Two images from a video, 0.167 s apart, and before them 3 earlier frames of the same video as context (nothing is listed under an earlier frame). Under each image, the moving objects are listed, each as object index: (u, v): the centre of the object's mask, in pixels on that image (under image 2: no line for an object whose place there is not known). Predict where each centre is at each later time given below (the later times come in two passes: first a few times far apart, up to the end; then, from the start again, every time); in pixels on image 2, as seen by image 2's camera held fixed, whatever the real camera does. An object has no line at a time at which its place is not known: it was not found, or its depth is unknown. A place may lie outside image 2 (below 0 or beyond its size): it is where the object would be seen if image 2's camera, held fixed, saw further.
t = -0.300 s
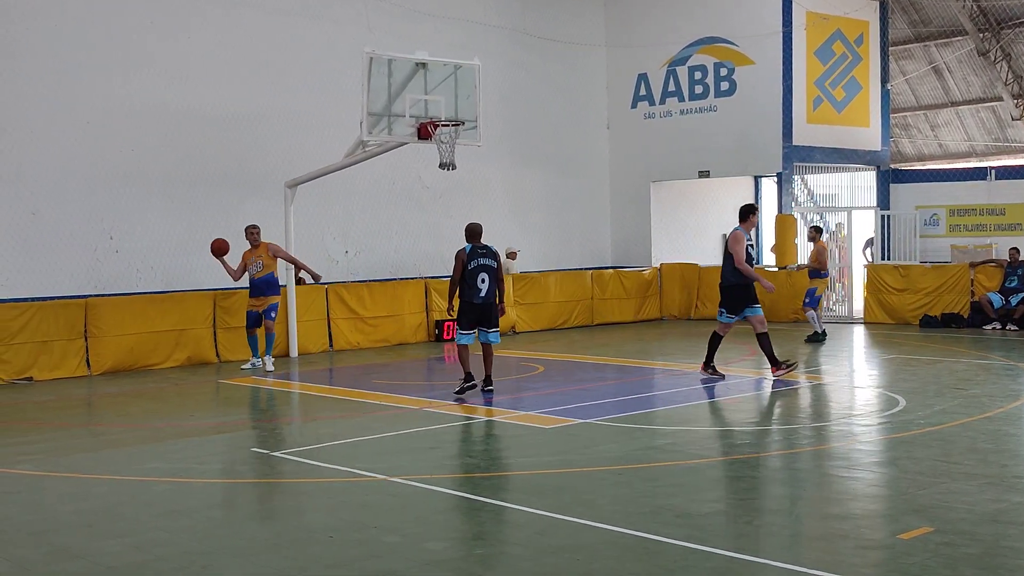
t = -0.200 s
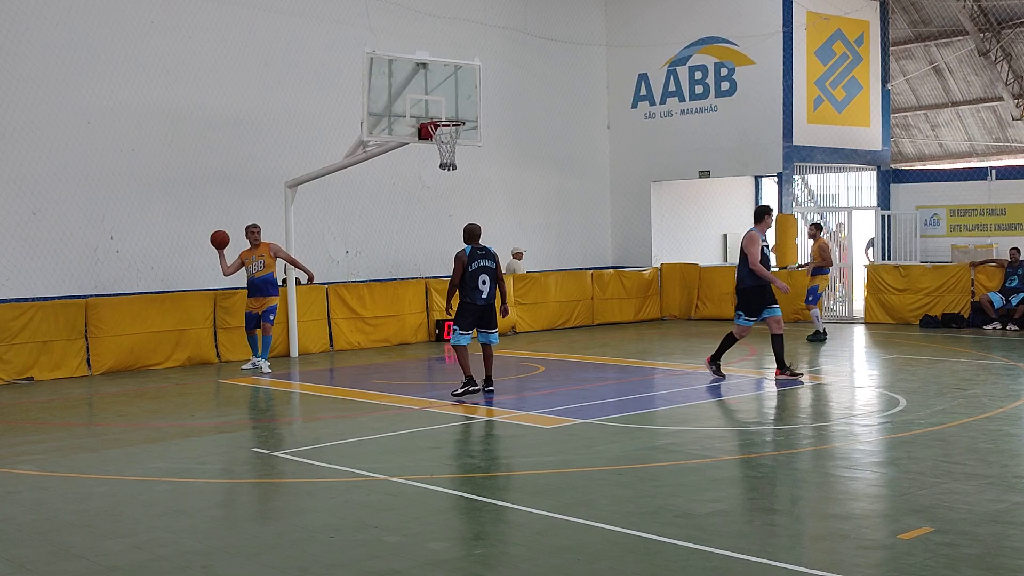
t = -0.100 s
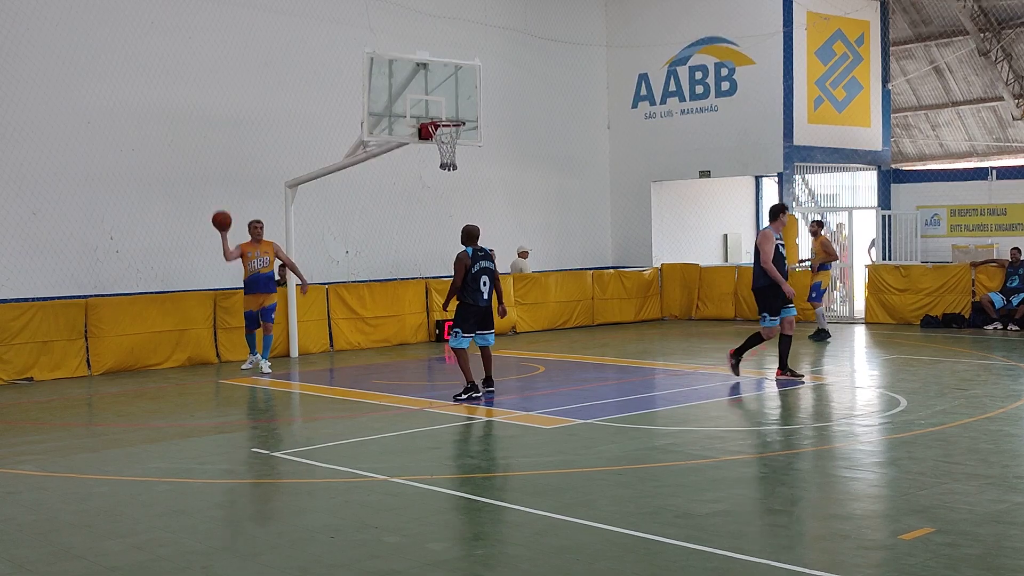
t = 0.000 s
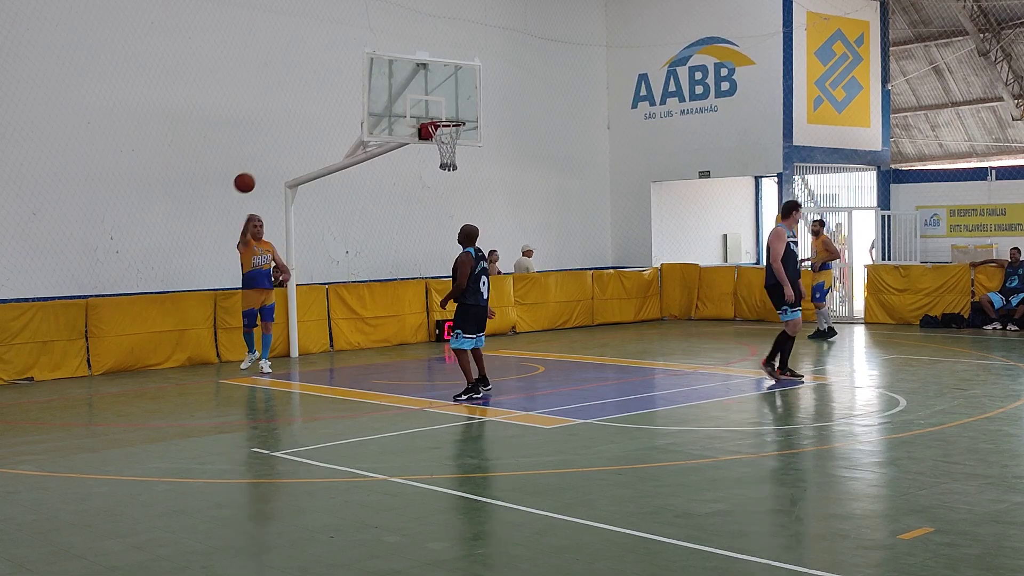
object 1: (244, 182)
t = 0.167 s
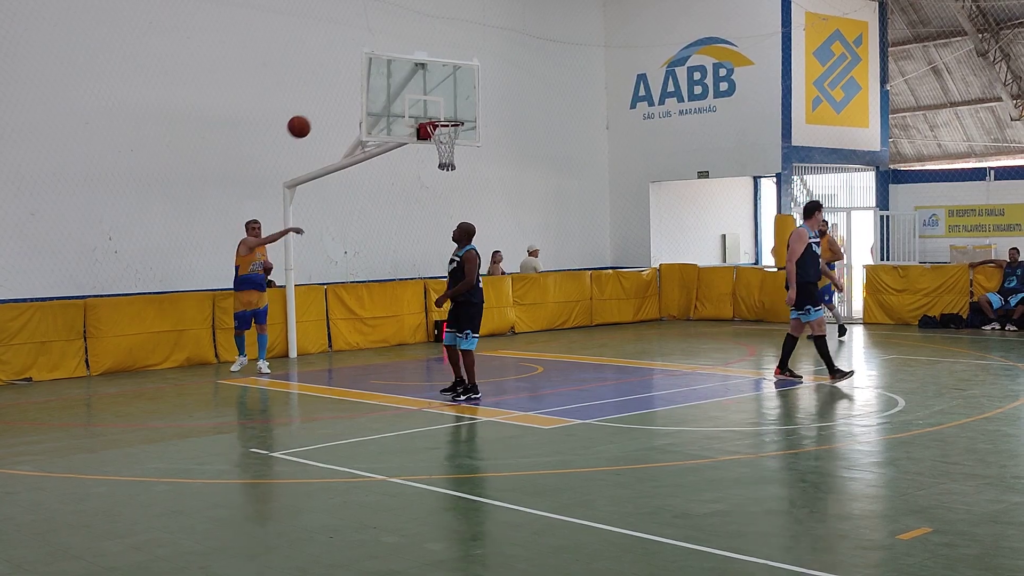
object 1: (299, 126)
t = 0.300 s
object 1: (353, 90)
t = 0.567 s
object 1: (500, 50)
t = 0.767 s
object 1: (664, 71)
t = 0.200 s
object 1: (312, 116)
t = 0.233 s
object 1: (325, 107)
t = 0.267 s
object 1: (339, 98)
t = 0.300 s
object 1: (353, 90)
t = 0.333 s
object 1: (368, 81)
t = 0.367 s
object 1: (384, 75)
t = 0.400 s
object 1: (402, 69)
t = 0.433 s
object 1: (419, 63)
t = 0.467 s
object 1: (438, 58)
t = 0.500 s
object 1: (458, 54)
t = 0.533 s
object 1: (479, 52)
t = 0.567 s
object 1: (500, 50)
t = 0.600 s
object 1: (524, 50)
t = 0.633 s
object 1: (548, 50)
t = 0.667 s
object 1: (574, 53)
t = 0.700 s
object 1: (603, 57)
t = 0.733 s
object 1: (632, 63)
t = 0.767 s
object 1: (664, 71)
